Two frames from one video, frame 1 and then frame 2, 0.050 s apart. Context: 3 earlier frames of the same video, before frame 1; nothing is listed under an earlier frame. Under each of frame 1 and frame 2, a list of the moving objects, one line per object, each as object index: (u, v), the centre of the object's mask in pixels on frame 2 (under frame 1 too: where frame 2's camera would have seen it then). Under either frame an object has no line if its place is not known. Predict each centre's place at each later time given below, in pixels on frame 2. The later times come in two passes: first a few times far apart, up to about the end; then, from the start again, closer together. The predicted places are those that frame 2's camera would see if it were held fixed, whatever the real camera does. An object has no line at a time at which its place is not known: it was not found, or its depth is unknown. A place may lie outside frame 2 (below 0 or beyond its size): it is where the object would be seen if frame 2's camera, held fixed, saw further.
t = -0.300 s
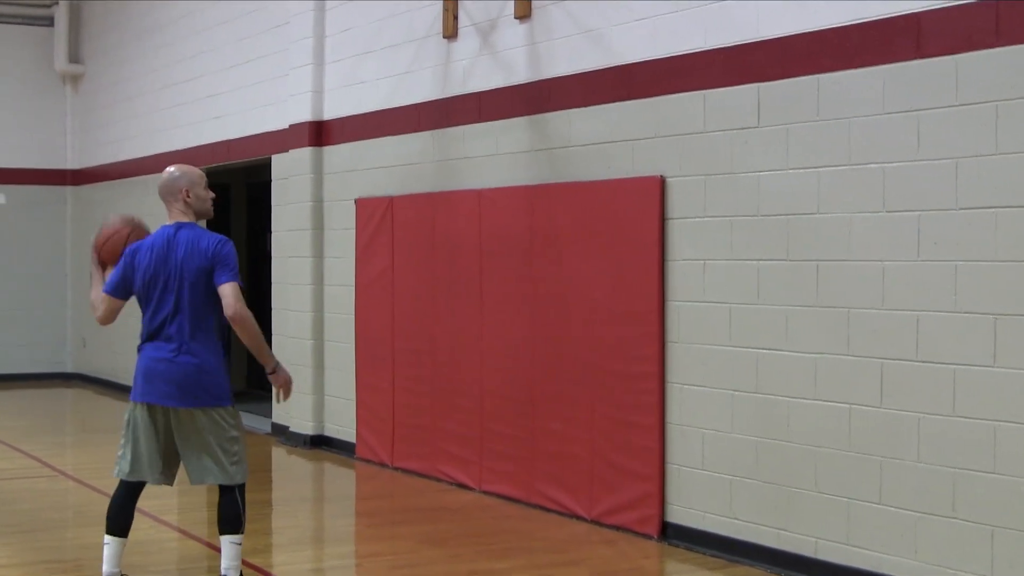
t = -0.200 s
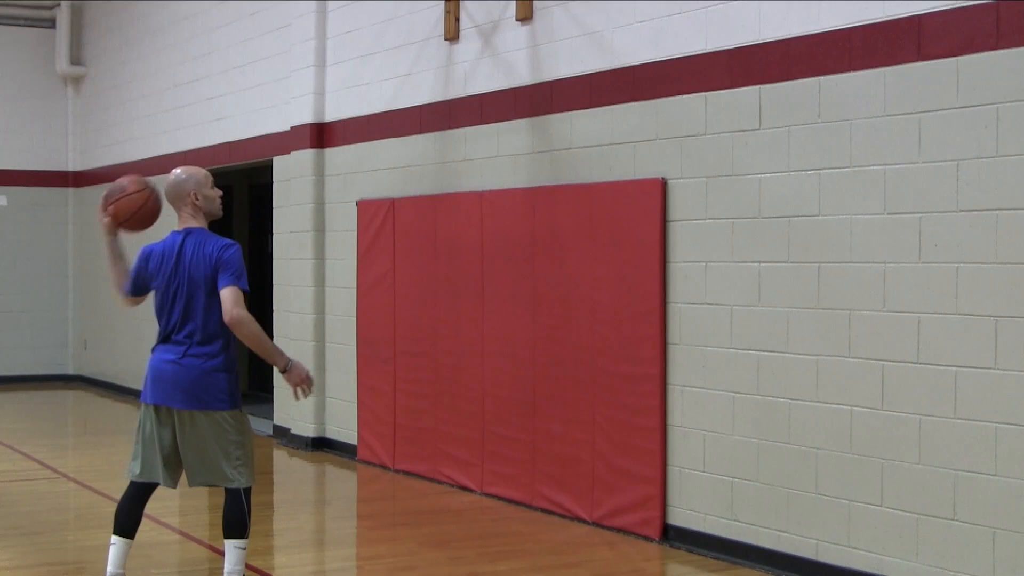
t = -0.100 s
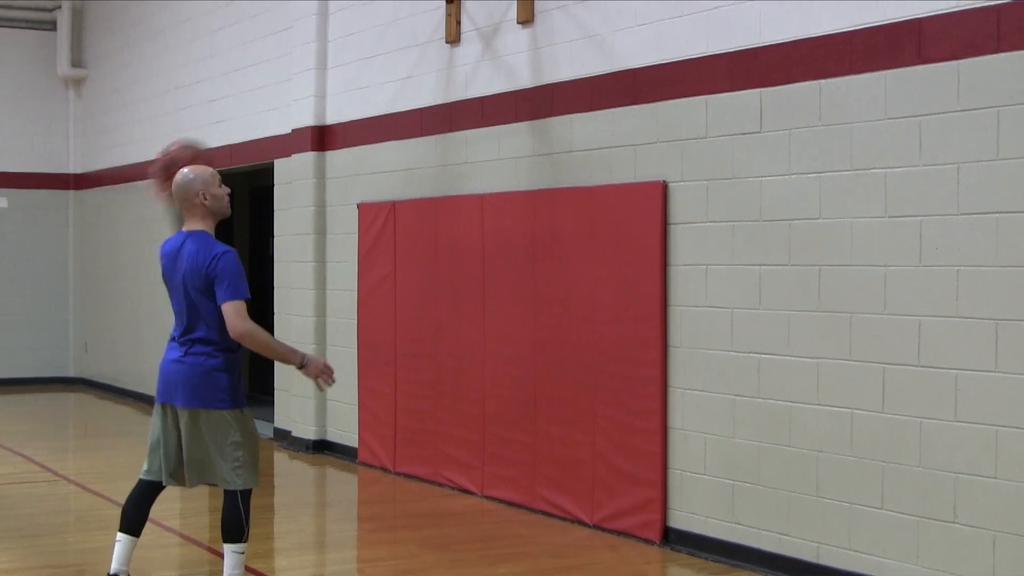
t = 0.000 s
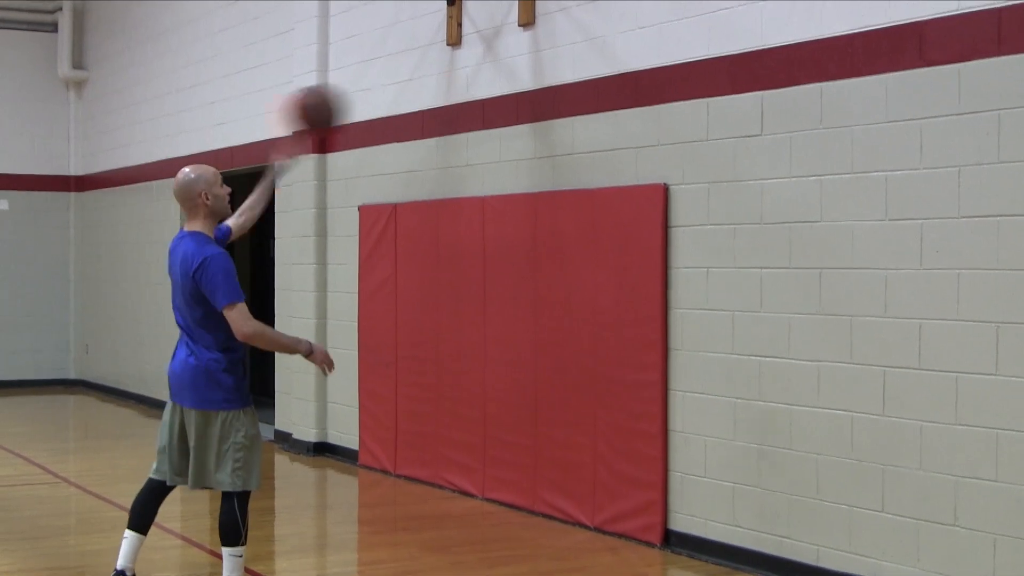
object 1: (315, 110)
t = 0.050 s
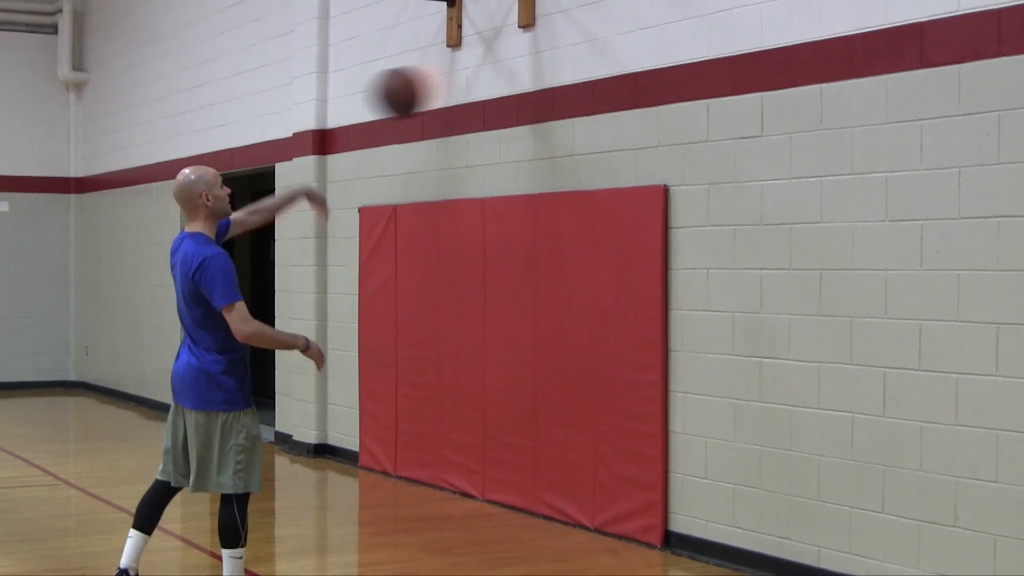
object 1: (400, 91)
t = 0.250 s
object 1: (701, 76)
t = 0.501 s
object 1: (444, 173)
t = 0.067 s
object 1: (426, 86)
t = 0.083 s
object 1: (454, 82)
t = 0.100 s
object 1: (478, 78)
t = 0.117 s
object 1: (506, 74)
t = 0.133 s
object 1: (529, 71)
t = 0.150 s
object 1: (559, 70)
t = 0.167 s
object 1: (581, 68)
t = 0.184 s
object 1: (607, 69)
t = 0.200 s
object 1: (628, 69)
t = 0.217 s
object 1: (654, 70)
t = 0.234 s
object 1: (673, 71)
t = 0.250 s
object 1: (701, 76)
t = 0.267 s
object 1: (693, 78)
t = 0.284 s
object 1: (675, 80)
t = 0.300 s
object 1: (659, 83)
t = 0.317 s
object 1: (643, 86)
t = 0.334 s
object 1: (625, 91)
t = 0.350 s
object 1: (610, 96)
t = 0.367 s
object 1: (592, 101)
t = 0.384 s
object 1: (574, 108)
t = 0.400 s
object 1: (556, 114)
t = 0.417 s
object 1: (538, 122)
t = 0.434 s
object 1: (520, 131)
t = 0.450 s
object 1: (500, 143)
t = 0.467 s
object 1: (483, 152)
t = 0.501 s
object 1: (444, 173)
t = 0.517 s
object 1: (422, 189)
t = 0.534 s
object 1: (406, 199)
